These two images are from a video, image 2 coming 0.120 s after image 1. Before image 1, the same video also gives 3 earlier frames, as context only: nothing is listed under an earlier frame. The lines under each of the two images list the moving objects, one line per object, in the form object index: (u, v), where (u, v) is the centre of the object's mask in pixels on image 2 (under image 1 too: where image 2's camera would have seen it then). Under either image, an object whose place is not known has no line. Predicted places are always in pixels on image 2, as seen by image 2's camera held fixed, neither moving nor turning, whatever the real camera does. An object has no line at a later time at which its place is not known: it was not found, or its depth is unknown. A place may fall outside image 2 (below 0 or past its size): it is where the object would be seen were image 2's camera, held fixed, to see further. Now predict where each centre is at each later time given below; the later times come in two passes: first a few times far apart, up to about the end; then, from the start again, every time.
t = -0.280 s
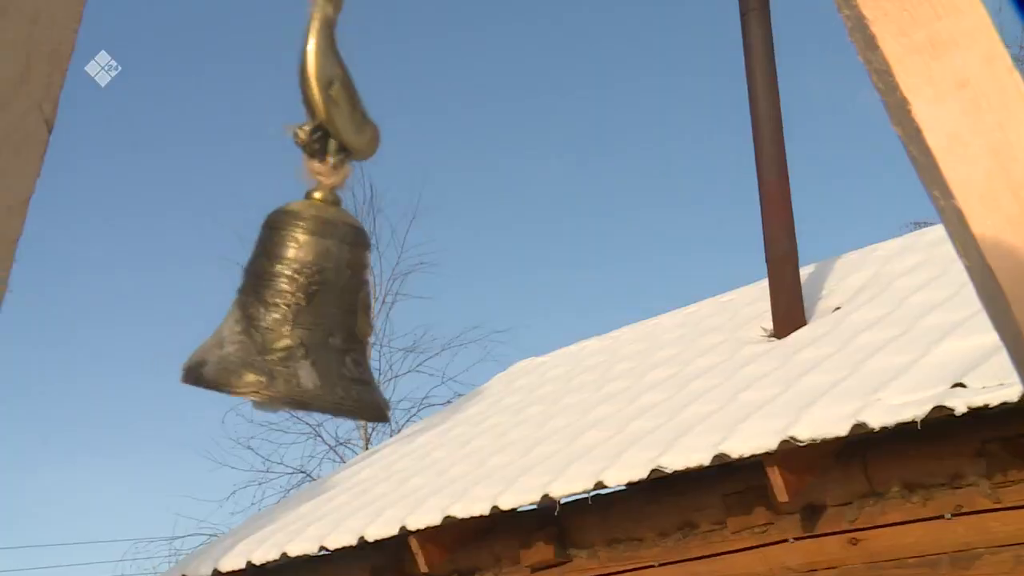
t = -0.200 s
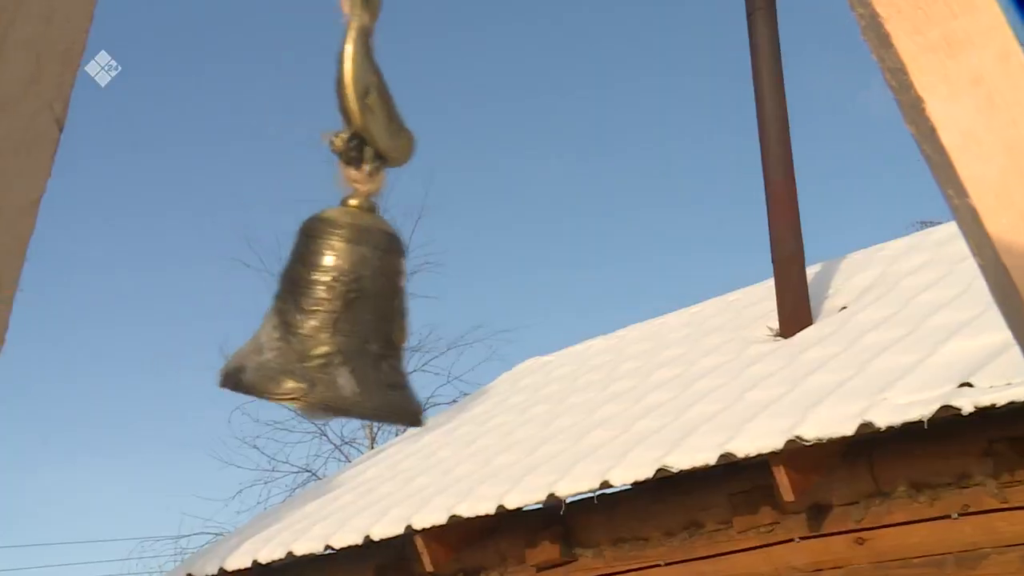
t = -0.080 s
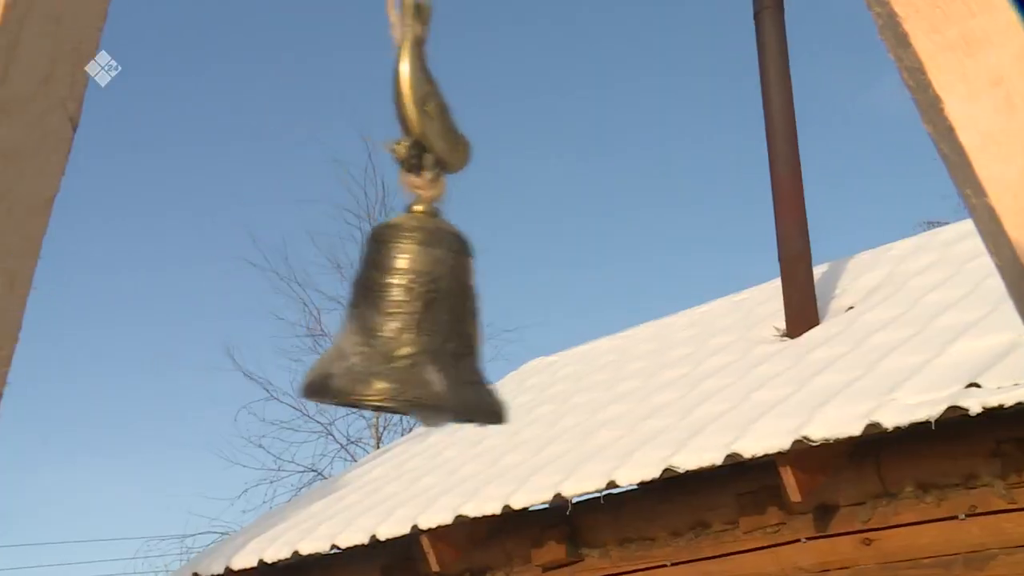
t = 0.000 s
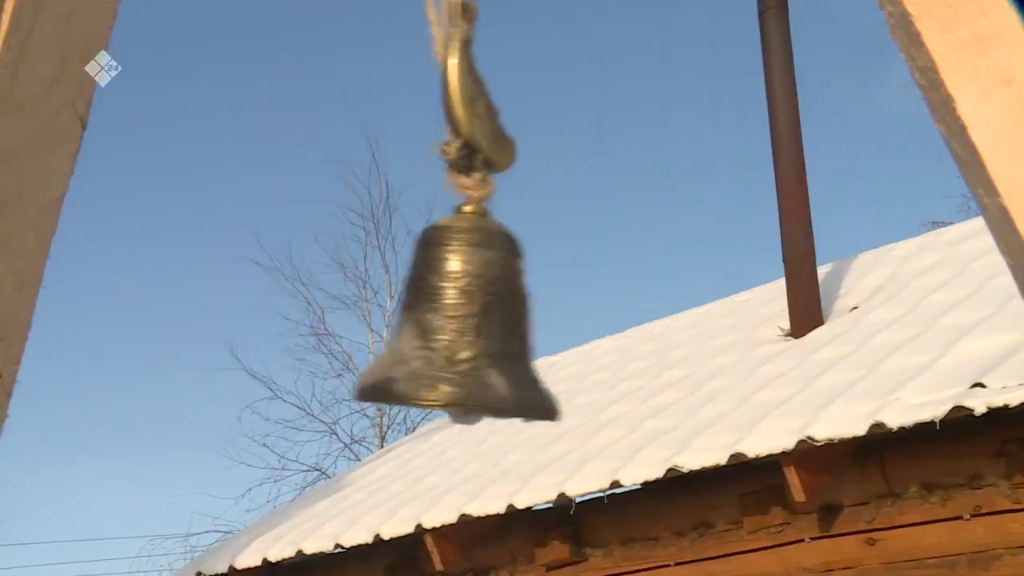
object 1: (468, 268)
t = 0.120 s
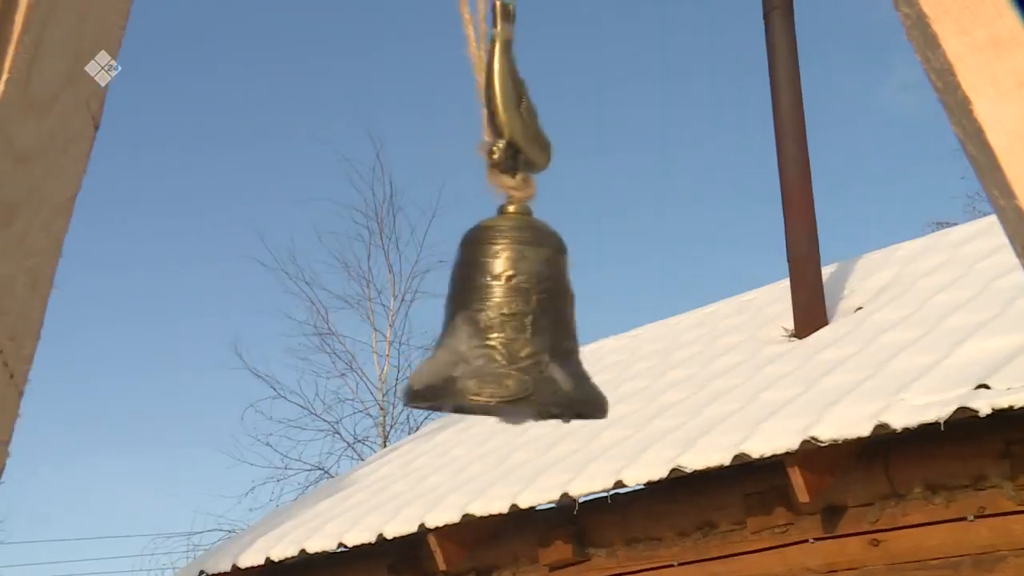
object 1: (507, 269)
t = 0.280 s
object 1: (488, 272)
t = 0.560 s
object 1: (411, 270)
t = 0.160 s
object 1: (509, 272)
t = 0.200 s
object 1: (506, 275)
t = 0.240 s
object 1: (498, 272)
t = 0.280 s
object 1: (488, 272)
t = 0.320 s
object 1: (476, 271)
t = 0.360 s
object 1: (462, 273)
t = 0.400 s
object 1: (448, 274)
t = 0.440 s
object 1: (435, 275)
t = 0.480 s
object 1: (424, 274)
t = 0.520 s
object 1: (416, 272)
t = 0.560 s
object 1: (411, 270)
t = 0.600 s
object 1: (410, 269)
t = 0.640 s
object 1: (413, 268)
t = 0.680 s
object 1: (417, 268)
